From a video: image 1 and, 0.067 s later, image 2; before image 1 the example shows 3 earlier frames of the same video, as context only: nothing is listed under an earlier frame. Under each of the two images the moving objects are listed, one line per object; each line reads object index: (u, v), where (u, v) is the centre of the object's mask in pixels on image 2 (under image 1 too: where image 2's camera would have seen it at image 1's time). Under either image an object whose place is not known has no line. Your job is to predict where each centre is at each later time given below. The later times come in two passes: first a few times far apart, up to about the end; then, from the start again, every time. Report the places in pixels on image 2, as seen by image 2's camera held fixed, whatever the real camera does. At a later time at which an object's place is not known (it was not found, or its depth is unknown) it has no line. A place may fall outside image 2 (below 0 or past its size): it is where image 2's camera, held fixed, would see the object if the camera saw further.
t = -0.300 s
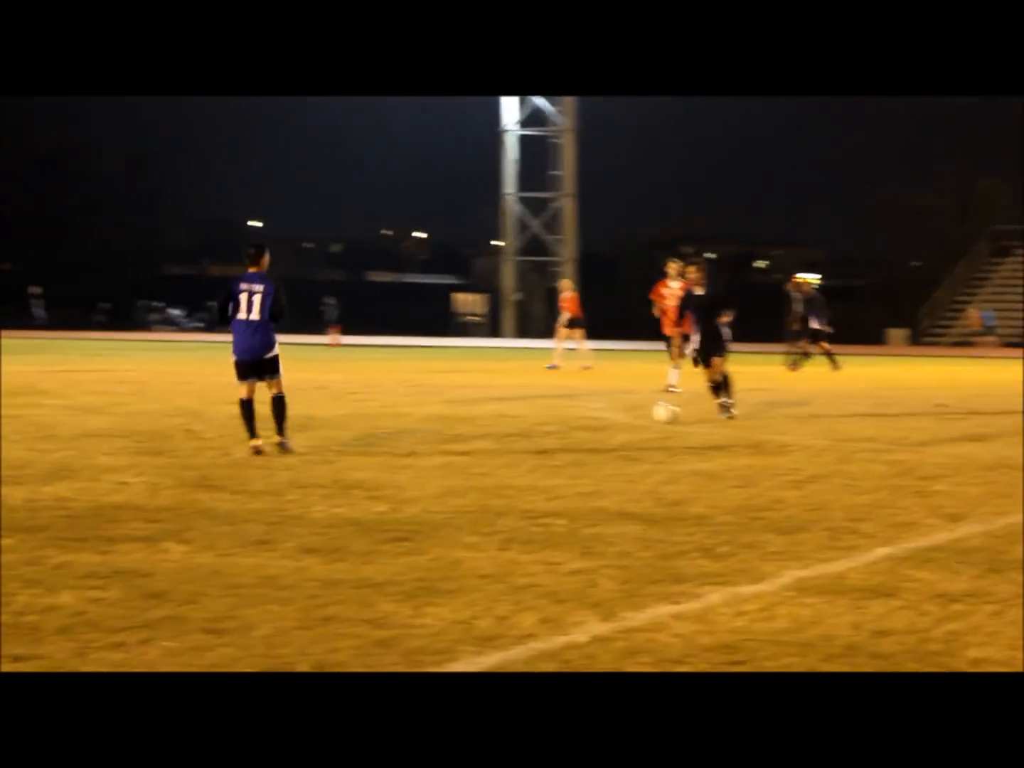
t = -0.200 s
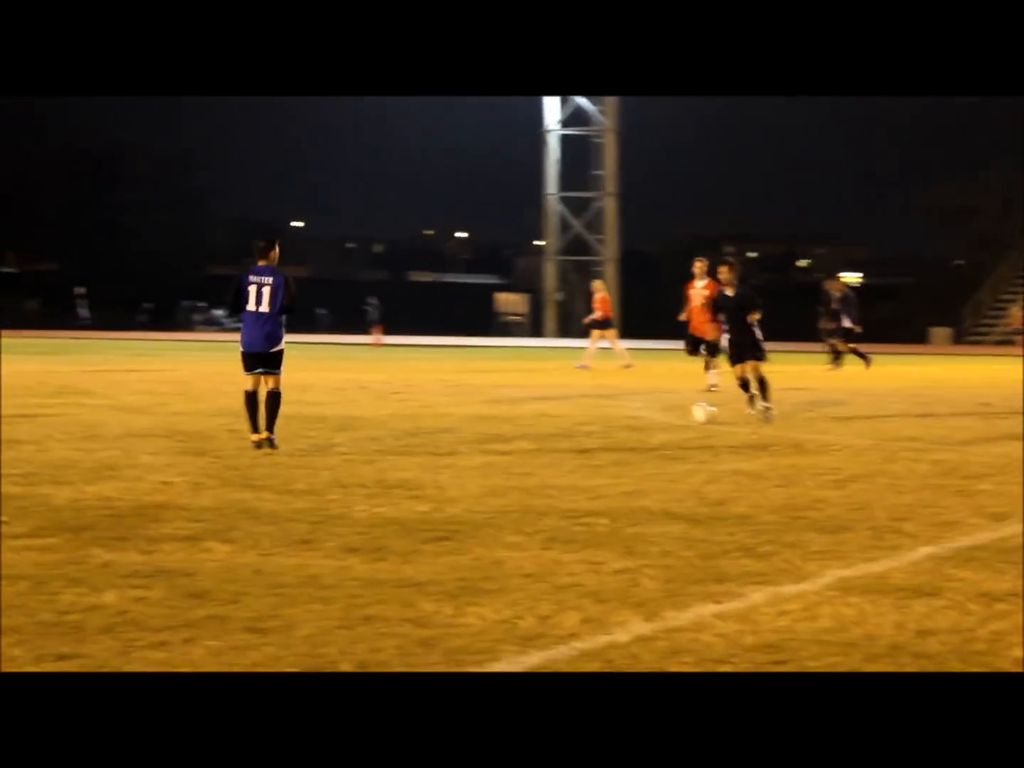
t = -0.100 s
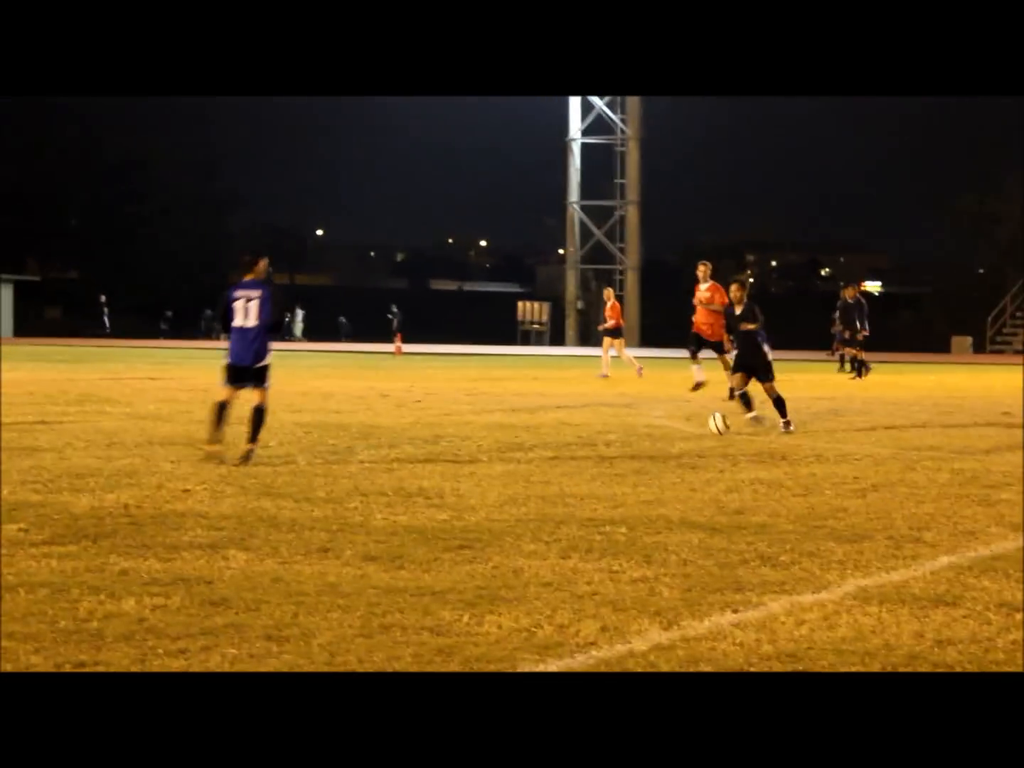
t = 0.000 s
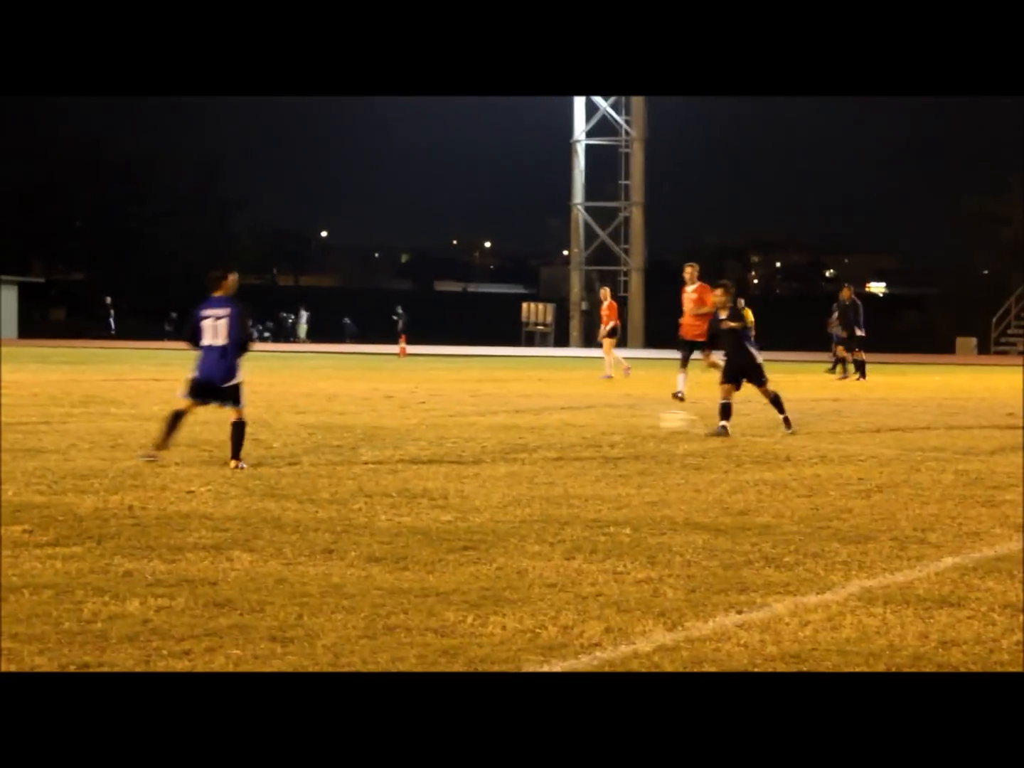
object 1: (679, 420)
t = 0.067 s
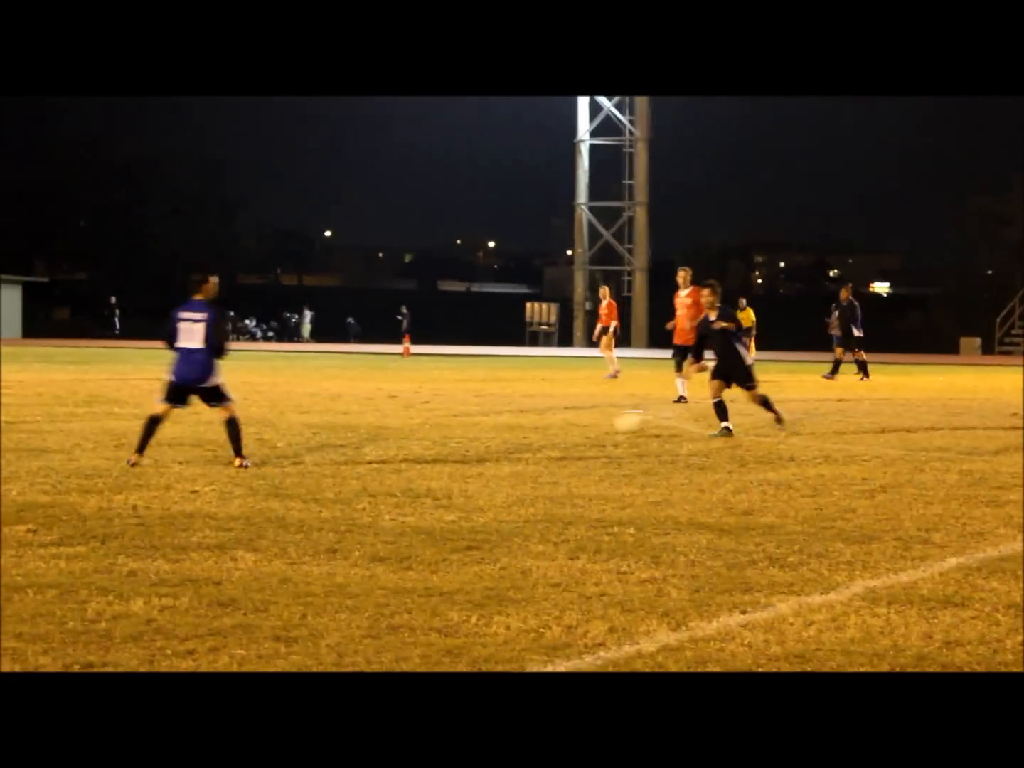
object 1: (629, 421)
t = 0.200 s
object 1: (542, 422)
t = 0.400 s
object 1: (435, 423)
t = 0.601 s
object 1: (341, 426)
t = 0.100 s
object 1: (606, 421)
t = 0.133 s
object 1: (583, 426)
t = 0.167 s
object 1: (559, 425)
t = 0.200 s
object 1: (542, 422)
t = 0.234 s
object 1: (525, 419)
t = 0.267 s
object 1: (507, 418)
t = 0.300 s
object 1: (490, 417)
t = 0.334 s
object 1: (472, 418)
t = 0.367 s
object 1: (453, 420)
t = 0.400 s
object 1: (435, 423)
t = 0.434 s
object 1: (417, 427)
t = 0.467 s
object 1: (400, 430)
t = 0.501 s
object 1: (385, 428)
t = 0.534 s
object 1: (370, 427)
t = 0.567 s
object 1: (356, 426)
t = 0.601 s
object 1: (341, 426)
